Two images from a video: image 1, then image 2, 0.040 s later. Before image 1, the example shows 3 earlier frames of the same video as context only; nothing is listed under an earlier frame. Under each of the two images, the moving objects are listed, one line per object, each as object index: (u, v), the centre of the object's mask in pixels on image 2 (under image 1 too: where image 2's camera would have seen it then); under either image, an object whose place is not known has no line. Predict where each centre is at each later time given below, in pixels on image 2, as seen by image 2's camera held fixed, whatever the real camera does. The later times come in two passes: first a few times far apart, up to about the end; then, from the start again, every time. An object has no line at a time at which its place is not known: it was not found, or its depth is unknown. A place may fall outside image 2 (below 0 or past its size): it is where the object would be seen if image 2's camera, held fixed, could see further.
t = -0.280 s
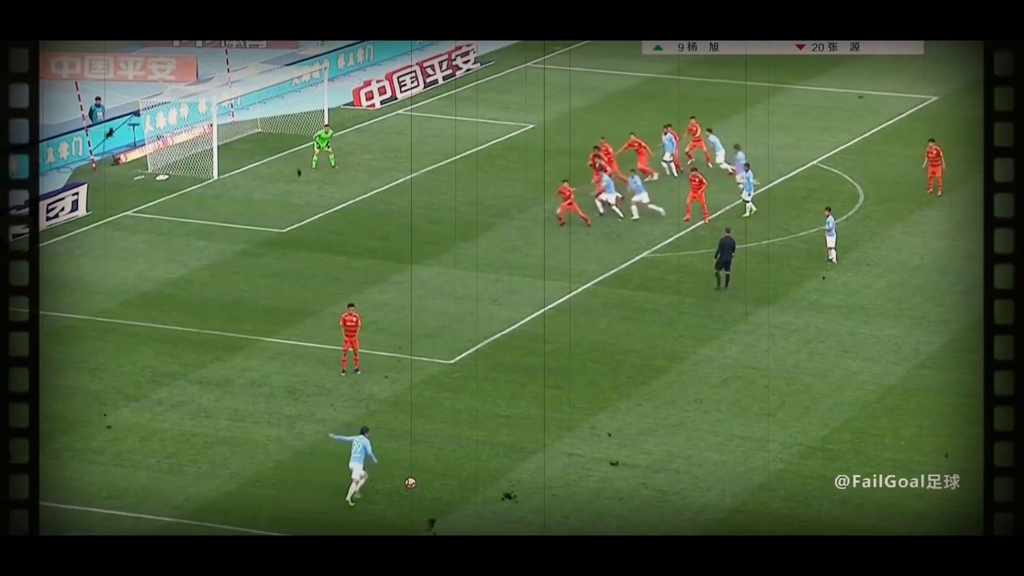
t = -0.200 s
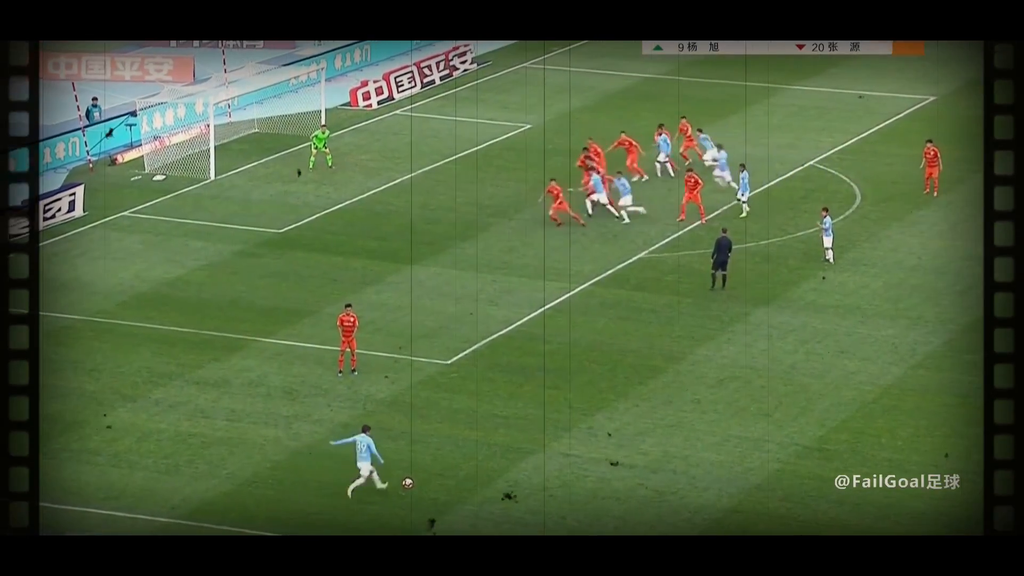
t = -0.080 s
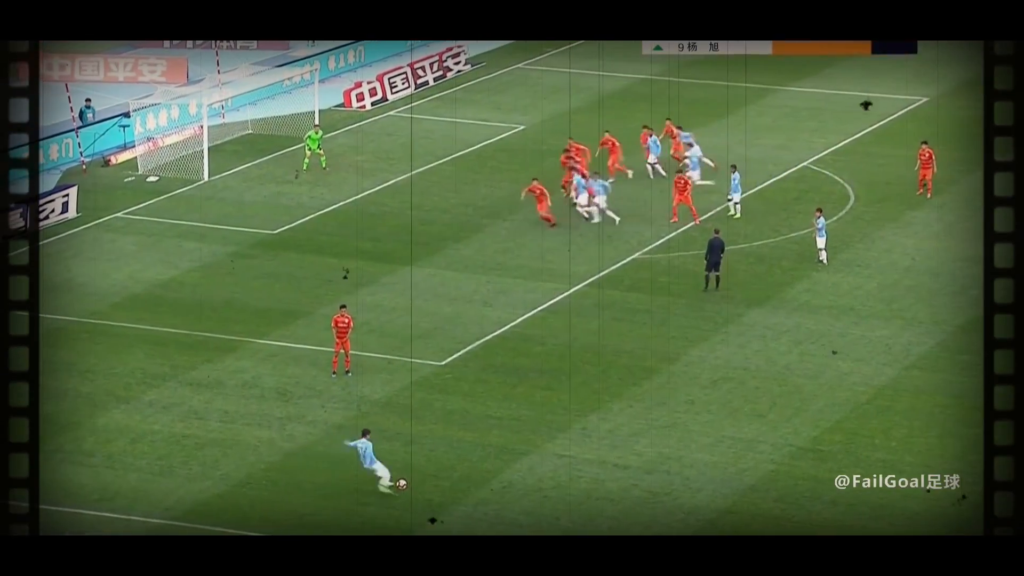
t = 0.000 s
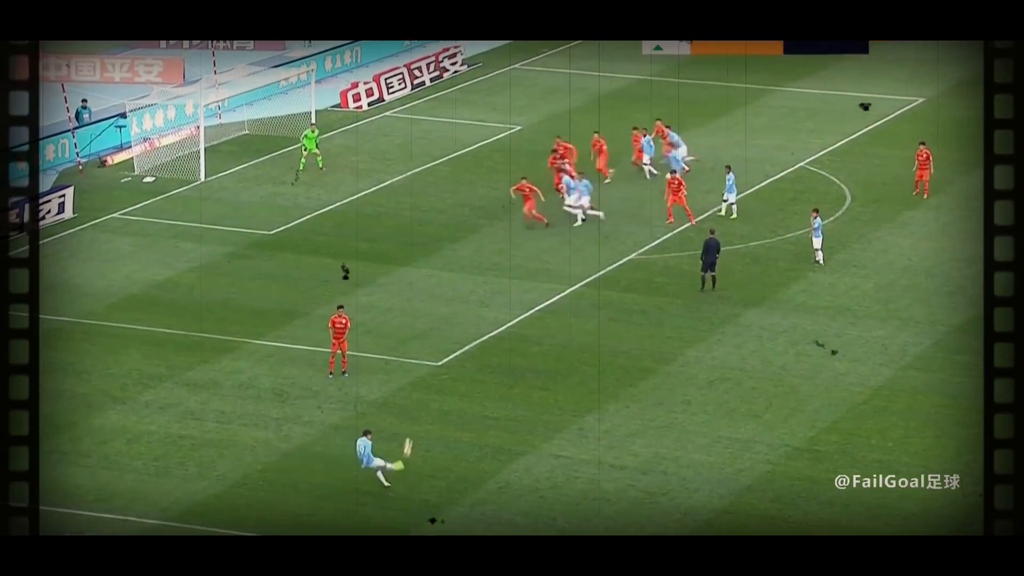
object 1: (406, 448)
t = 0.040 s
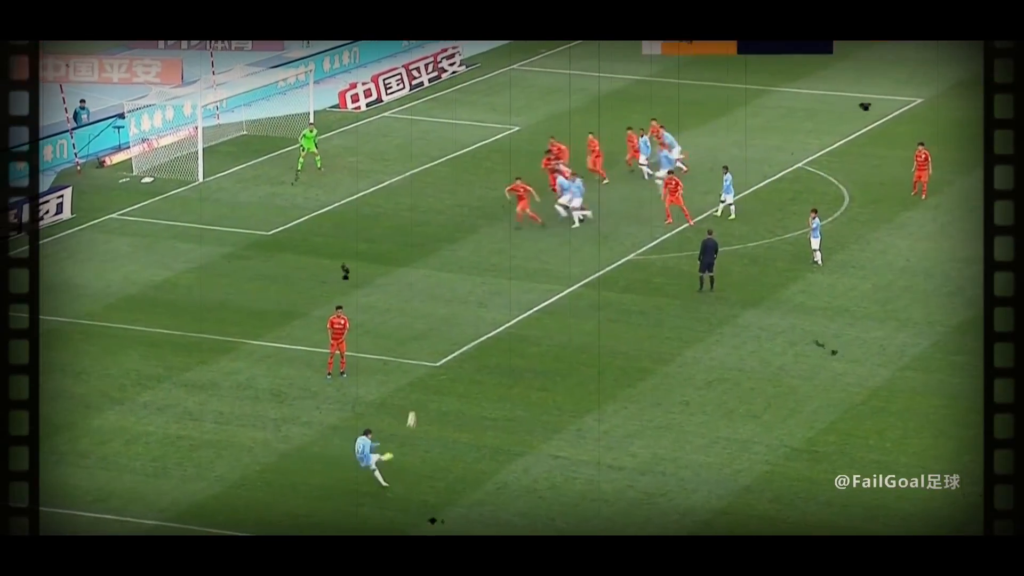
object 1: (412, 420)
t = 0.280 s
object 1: (426, 289)
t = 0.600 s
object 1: (410, 186)
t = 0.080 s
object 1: (417, 393)
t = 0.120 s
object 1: (419, 370)
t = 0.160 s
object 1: (423, 347)
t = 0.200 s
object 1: (424, 326)
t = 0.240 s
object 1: (426, 307)
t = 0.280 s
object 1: (426, 289)
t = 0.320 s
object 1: (426, 272)
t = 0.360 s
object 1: (425, 257)
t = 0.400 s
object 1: (424, 242)
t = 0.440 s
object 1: (422, 229)
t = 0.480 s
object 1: (420, 217)
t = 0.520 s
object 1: (417, 206)
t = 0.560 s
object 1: (414, 195)
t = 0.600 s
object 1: (410, 186)
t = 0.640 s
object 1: (407, 178)
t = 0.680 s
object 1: (402, 170)
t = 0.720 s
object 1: (397, 163)
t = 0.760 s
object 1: (393, 157)
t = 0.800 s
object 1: (388, 153)
